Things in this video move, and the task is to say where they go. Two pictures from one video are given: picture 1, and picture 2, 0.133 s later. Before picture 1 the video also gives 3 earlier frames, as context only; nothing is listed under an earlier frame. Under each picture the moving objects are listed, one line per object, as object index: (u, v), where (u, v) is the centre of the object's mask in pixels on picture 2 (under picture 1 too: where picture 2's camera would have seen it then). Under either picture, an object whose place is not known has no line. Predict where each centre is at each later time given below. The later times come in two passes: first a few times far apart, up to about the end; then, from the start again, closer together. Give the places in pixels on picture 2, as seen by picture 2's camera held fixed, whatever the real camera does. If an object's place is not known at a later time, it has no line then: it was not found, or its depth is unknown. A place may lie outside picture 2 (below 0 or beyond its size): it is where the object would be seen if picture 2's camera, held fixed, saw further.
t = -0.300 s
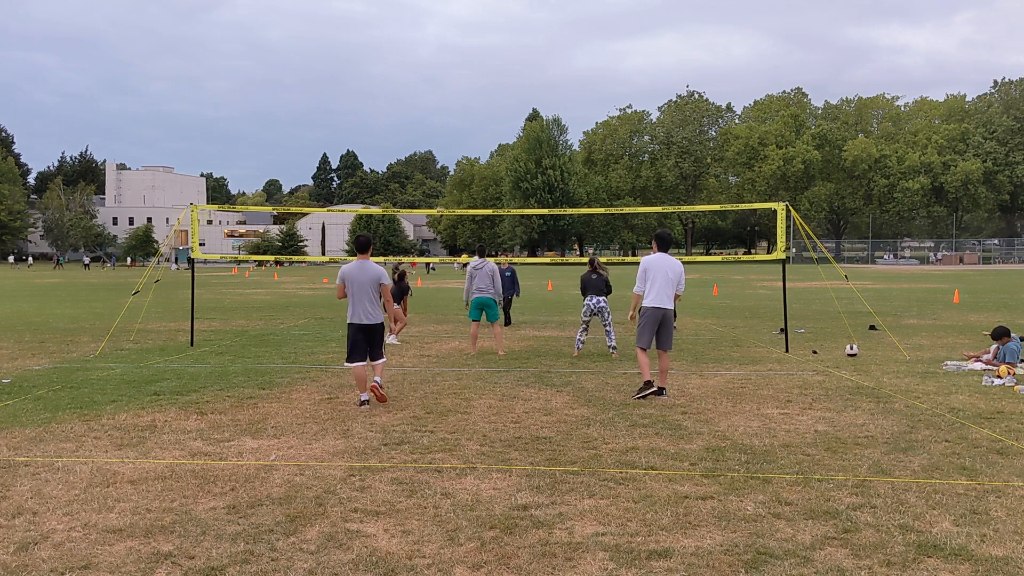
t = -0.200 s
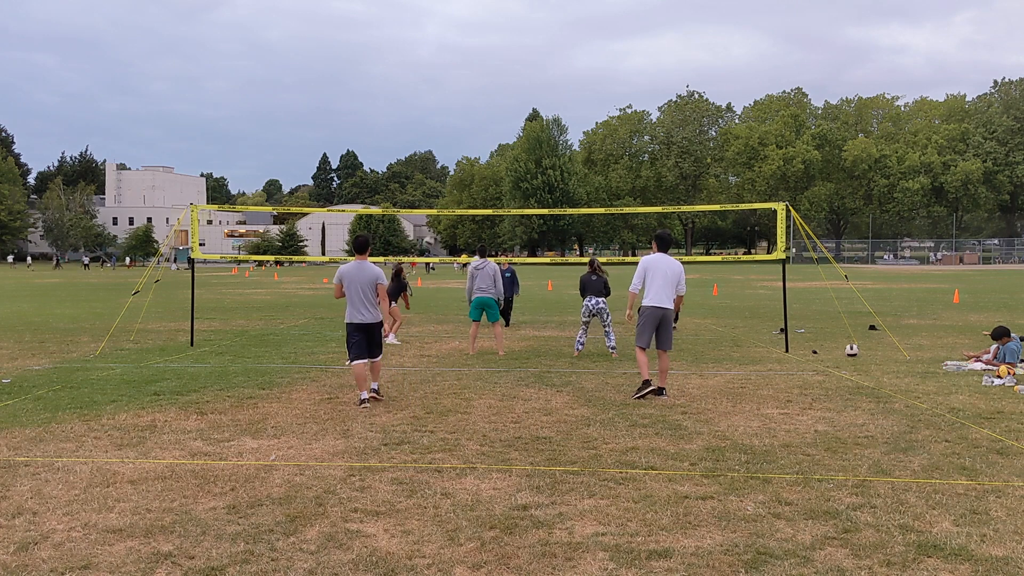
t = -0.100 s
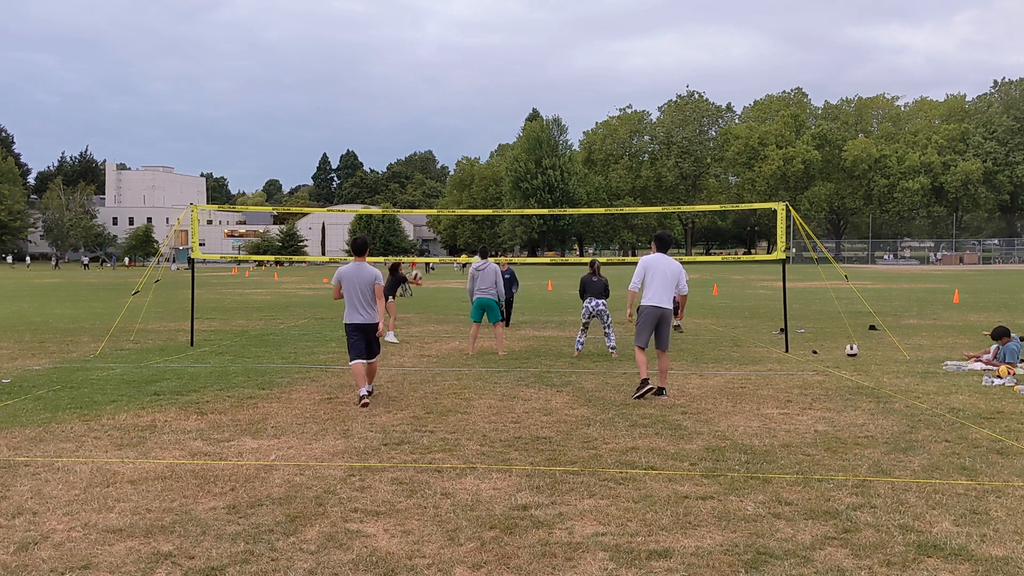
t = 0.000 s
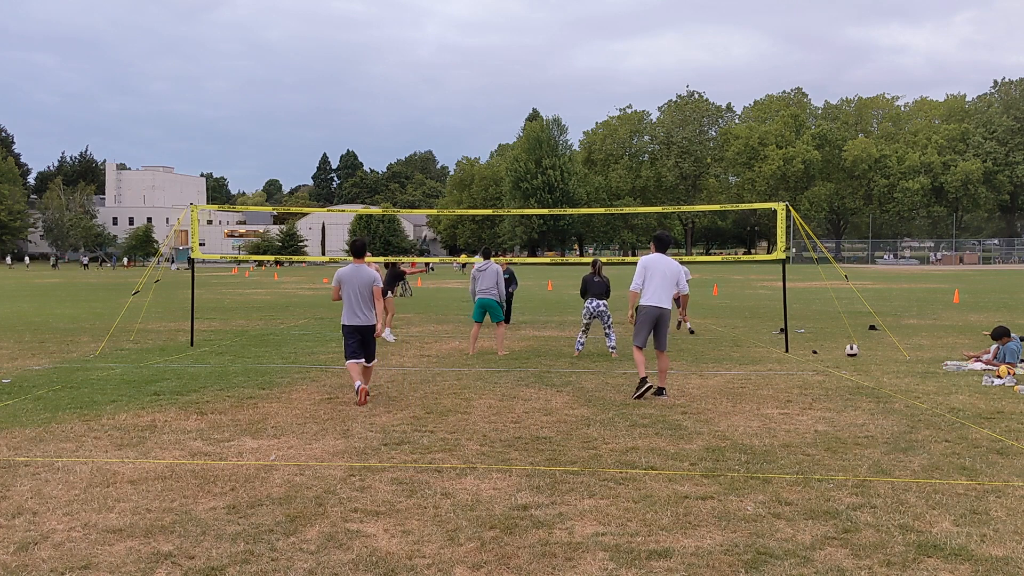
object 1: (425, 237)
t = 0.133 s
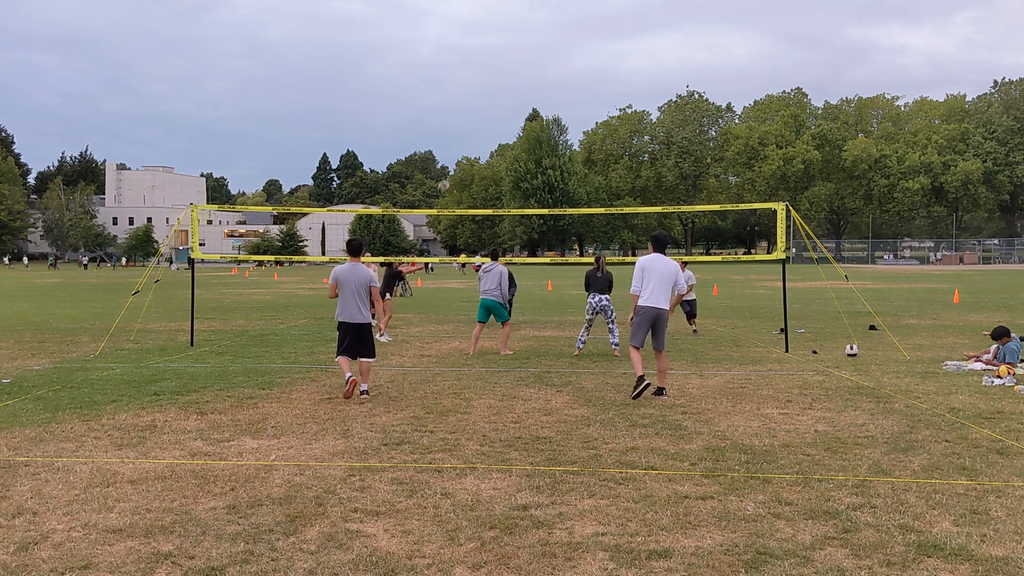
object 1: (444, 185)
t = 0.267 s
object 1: (460, 147)
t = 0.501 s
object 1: (486, 100)
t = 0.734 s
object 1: (513, 82)
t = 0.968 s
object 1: (539, 94)
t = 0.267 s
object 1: (460, 147)
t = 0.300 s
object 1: (464, 138)
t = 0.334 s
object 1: (467, 130)
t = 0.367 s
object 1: (471, 123)
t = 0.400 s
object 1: (475, 116)
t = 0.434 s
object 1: (479, 110)
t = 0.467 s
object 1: (482, 105)
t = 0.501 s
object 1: (486, 100)
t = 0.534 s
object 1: (490, 95)
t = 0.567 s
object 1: (494, 92)
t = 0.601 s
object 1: (498, 89)
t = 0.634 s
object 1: (501, 86)
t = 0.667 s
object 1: (505, 84)
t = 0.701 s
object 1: (509, 83)
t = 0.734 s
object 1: (513, 82)
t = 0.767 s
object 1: (517, 82)
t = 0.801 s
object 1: (520, 82)
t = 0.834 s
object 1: (524, 83)
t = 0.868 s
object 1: (528, 85)
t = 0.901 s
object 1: (531, 87)
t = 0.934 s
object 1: (536, 90)
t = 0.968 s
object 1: (539, 94)
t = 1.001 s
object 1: (543, 98)
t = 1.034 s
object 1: (546, 102)
